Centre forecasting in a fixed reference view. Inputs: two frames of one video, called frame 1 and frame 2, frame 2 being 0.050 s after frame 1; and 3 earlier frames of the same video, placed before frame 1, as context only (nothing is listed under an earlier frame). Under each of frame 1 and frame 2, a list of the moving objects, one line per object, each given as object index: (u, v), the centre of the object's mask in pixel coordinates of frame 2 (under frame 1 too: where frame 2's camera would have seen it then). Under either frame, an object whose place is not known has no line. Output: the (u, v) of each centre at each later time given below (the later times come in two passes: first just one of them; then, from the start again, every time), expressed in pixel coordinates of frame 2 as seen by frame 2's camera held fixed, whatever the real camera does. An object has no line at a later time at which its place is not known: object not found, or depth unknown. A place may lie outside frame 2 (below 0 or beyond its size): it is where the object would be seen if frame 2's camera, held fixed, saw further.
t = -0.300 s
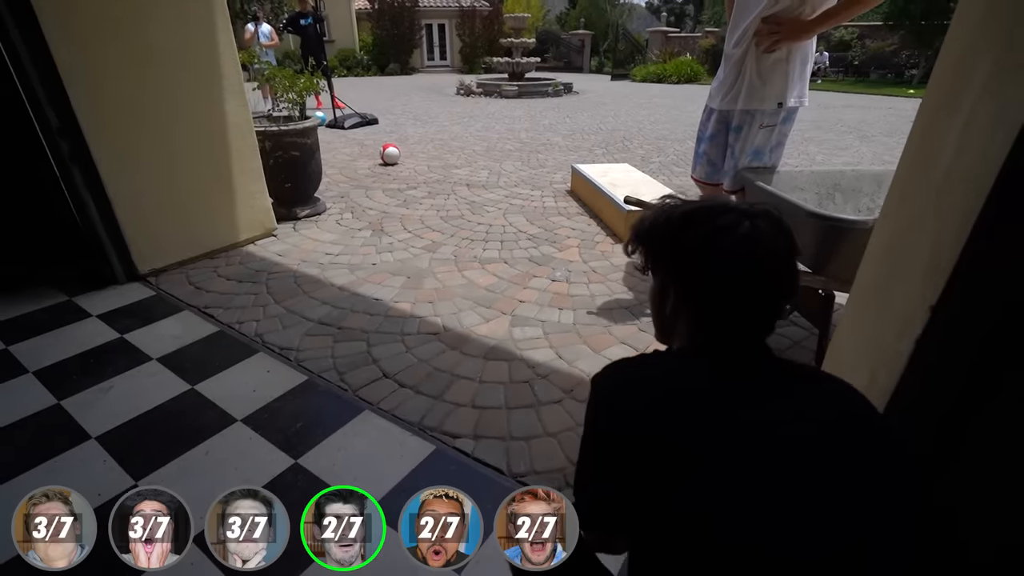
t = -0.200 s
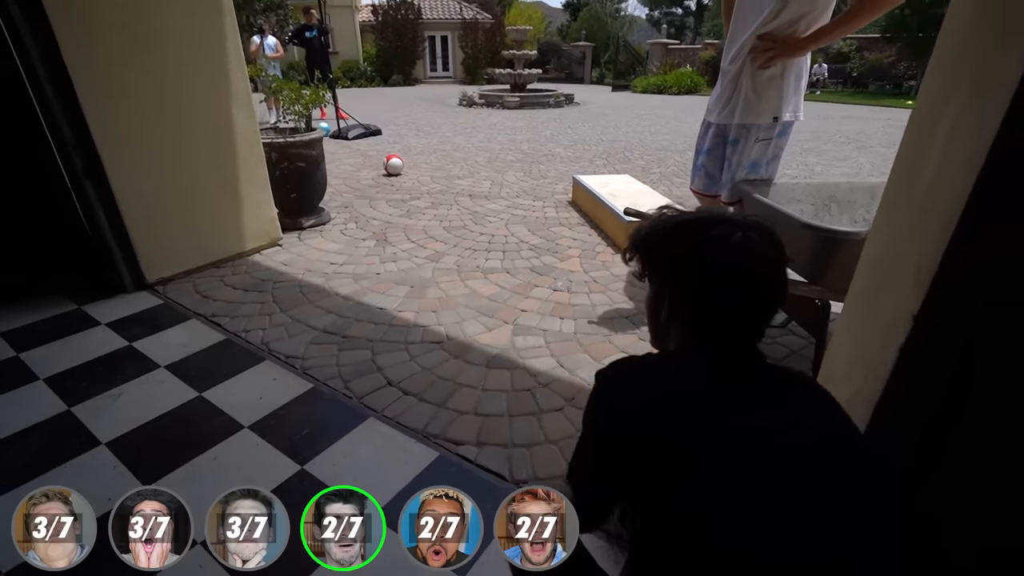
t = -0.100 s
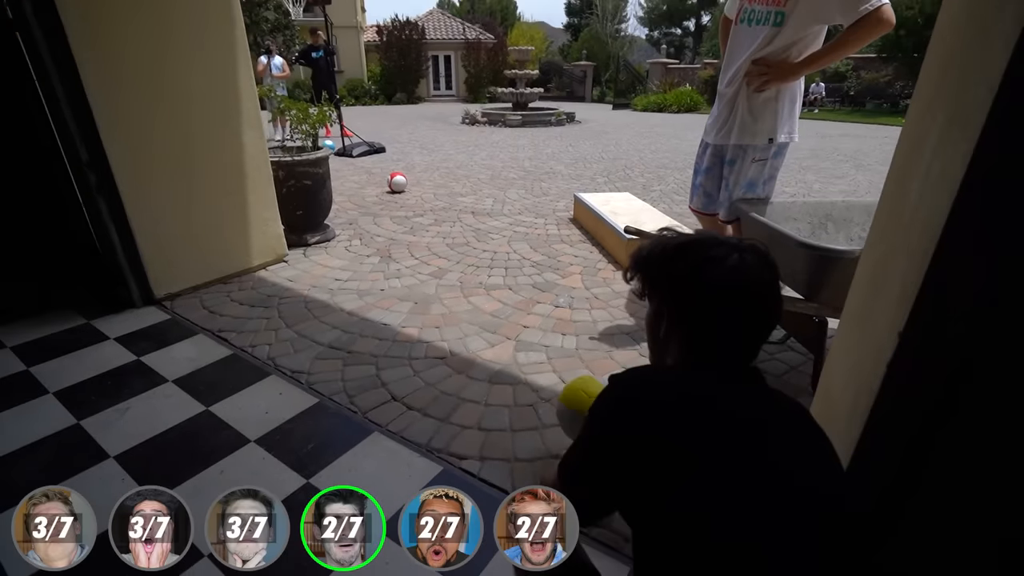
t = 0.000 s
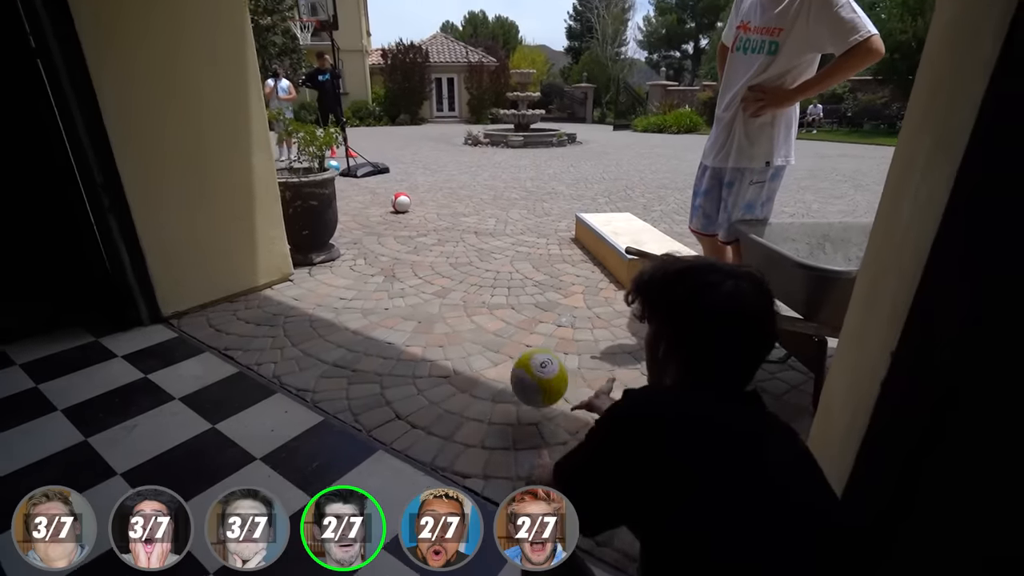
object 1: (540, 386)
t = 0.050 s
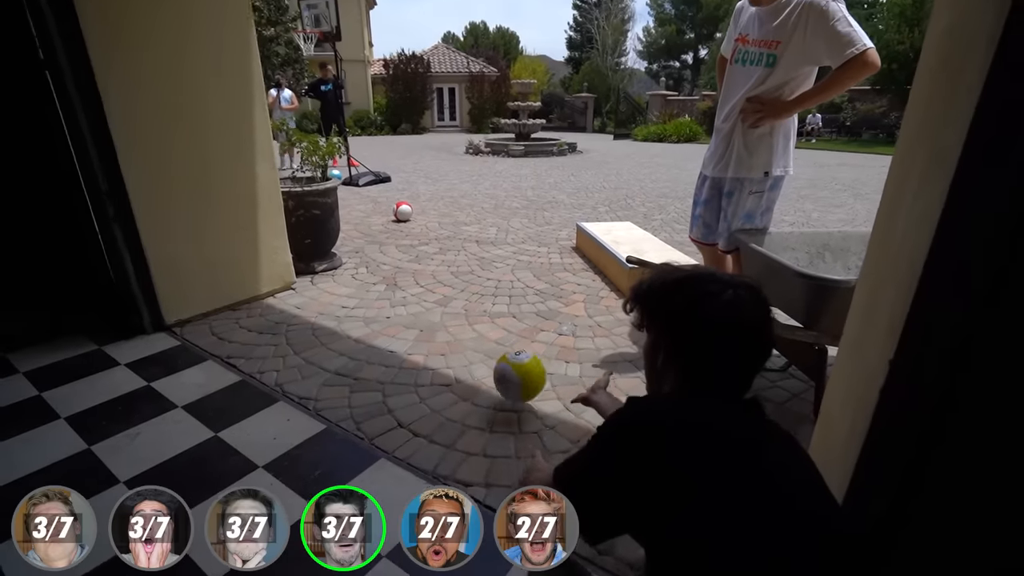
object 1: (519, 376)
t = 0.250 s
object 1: (467, 322)
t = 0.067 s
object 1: (513, 373)
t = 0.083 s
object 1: (507, 371)
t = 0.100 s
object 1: (501, 370)
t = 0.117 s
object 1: (496, 369)
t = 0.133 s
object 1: (492, 362)
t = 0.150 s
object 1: (488, 353)
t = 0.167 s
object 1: (485, 347)
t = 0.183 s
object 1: (481, 341)
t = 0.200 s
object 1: (478, 335)
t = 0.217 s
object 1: (474, 330)
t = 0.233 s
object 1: (471, 326)
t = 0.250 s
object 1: (467, 322)
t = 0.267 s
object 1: (464, 319)
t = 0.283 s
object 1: (461, 317)
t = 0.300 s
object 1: (458, 316)
